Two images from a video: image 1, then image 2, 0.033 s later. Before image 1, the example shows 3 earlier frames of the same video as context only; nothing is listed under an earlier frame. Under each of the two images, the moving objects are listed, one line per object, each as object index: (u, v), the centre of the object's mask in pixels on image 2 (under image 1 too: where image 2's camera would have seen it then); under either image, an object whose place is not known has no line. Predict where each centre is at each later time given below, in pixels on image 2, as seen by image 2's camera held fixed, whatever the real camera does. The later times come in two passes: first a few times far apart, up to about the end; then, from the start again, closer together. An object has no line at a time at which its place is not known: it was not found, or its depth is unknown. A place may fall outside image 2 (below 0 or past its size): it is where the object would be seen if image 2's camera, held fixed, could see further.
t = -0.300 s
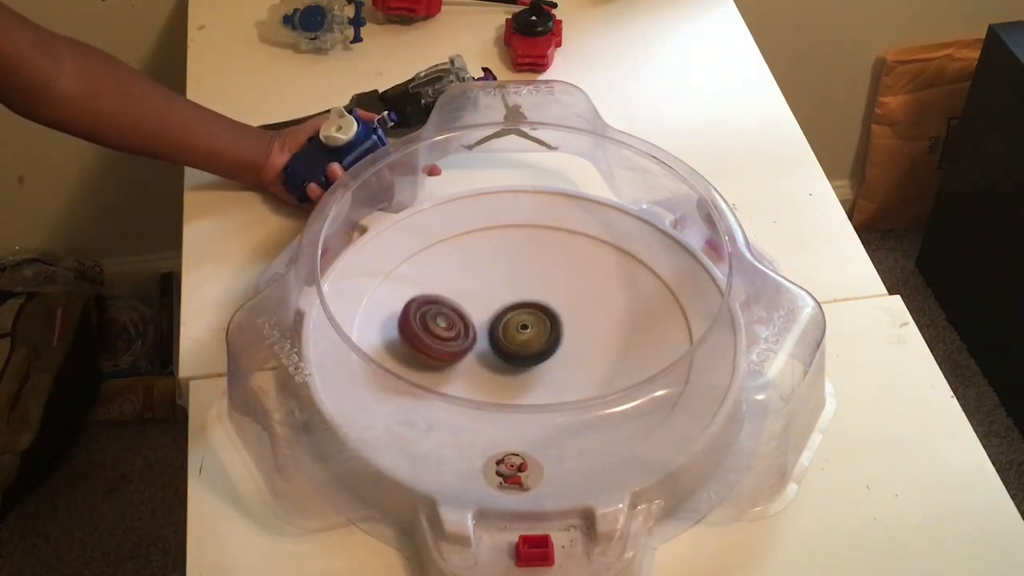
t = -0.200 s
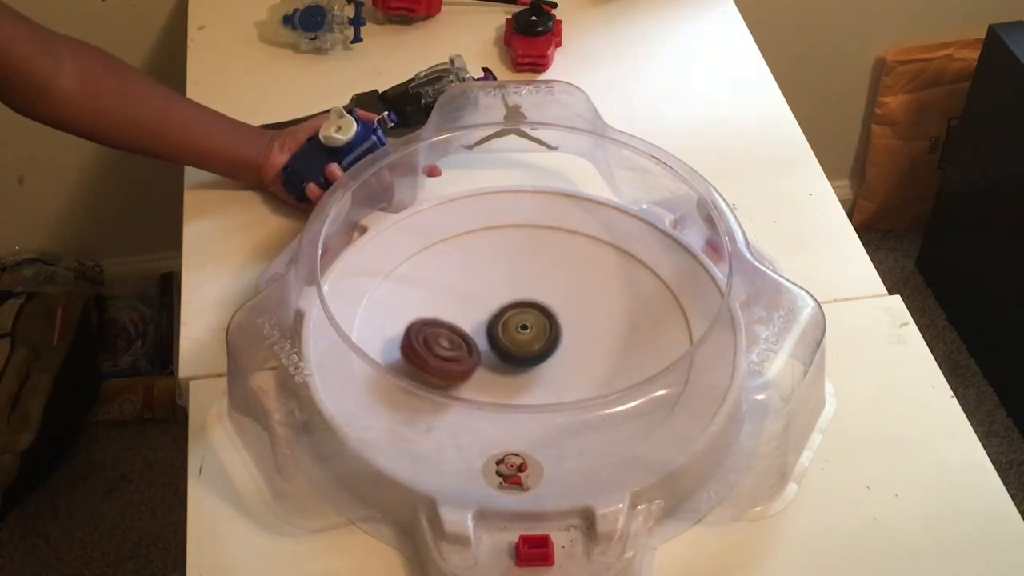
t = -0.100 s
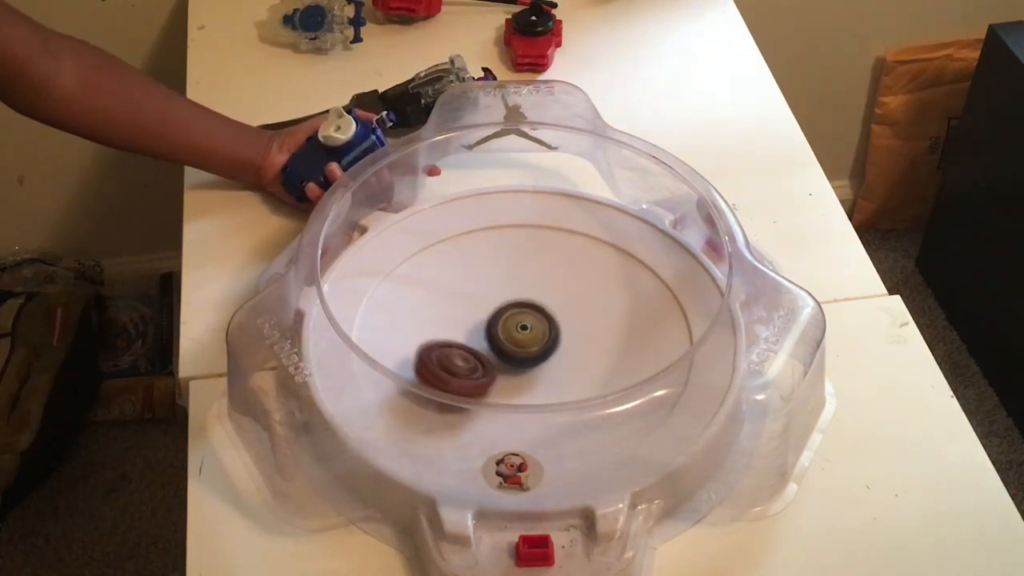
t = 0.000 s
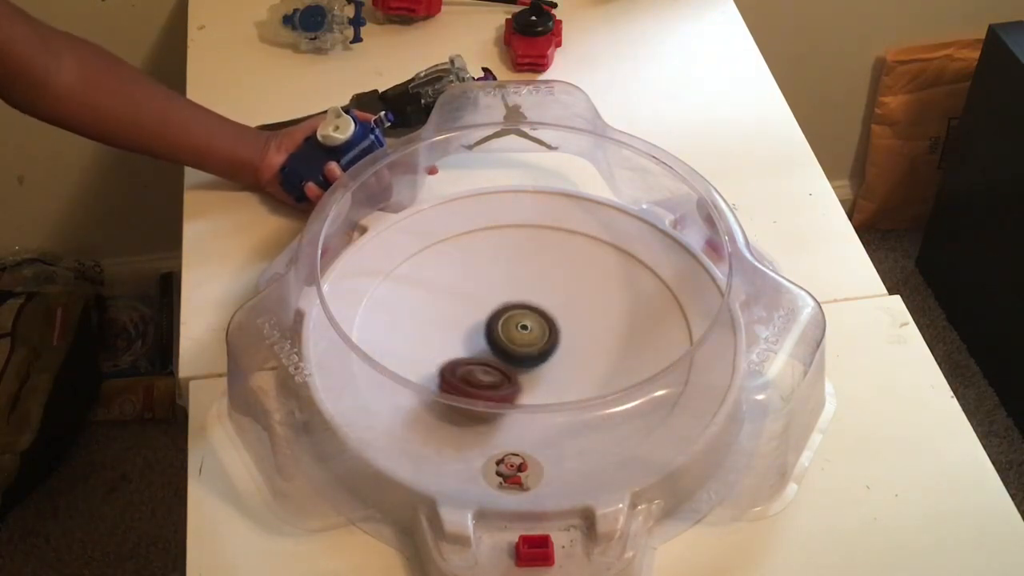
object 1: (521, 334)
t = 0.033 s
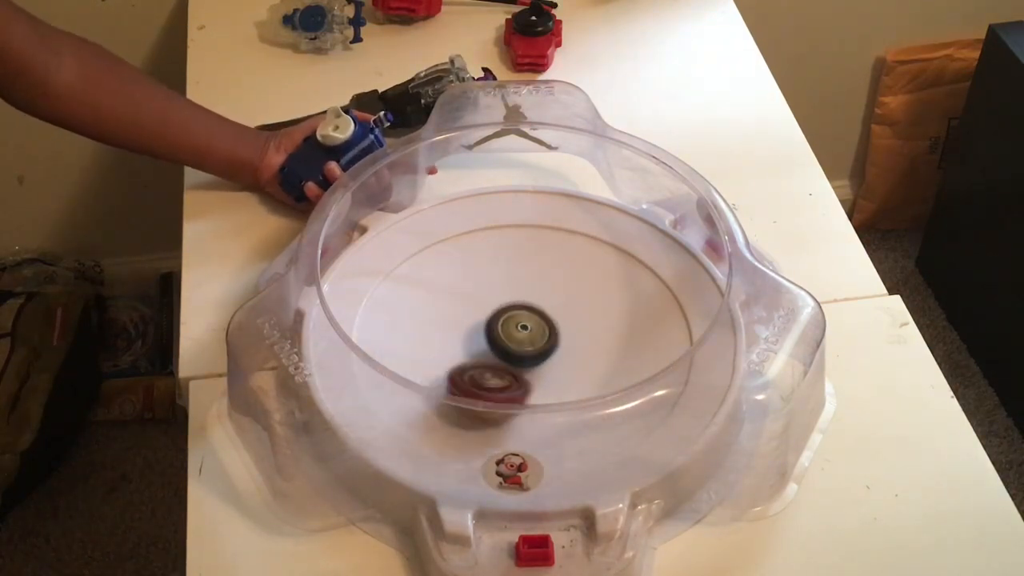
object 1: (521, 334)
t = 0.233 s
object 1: (522, 335)
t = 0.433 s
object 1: (524, 335)
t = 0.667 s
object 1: (521, 335)
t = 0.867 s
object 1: (520, 335)
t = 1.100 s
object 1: (520, 337)
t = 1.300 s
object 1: (525, 338)
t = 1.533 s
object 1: (530, 336)
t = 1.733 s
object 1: (530, 327)
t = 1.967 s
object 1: (517, 318)
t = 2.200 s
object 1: (499, 321)
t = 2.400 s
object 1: (492, 338)
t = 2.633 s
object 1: (506, 359)
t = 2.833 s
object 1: (536, 360)
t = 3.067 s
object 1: (562, 337)
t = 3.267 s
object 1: (566, 303)
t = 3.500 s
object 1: (529, 286)
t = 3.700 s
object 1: (486, 296)
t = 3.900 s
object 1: (482, 335)
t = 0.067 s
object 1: (521, 334)
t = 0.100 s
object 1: (521, 335)
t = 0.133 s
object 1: (521, 335)
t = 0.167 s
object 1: (521, 335)
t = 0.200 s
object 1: (522, 335)
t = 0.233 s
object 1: (522, 335)
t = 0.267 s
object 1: (522, 336)
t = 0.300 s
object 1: (523, 336)
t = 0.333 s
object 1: (523, 336)
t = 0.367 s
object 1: (523, 336)
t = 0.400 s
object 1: (523, 335)
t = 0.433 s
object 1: (524, 335)
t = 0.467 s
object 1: (524, 335)
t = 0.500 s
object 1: (524, 335)
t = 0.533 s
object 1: (523, 334)
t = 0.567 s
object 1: (523, 335)
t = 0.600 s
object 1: (523, 334)
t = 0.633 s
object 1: (522, 334)
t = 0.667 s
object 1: (521, 335)
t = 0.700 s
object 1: (521, 335)
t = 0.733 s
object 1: (520, 335)
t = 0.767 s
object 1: (520, 335)
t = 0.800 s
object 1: (520, 335)
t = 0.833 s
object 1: (520, 335)
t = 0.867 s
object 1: (520, 335)
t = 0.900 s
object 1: (519, 335)
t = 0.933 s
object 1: (519, 335)
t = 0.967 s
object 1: (519, 336)
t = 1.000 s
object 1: (519, 337)
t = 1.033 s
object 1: (519, 336)
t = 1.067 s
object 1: (520, 337)
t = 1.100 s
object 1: (520, 337)
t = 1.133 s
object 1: (521, 338)
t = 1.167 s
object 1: (522, 338)
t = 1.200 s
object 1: (522, 339)
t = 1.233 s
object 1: (523, 338)
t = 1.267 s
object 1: (524, 339)
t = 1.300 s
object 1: (525, 338)
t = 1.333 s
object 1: (526, 338)
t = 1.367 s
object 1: (527, 338)
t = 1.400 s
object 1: (528, 337)
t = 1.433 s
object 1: (529, 337)
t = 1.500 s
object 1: (530, 336)
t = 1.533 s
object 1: (530, 336)
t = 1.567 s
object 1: (530, 334)
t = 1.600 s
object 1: (531, 333)
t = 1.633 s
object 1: (530, 332)
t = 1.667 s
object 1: (531, 330)
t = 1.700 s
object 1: (530, 328)
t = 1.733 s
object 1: (530, 327)
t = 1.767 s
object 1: (529, 325)
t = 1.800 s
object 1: (528, 323)
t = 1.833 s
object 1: (526, 322)
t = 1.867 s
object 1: (524, 320)
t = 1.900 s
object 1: (521, 319)
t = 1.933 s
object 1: (519, 318)
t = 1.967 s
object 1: (517, 318)
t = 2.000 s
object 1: (516, 318)
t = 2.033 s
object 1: (514, 318)
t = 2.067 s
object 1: (510, 318)
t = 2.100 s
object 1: (507, 318)
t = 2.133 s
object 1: (504, 319)
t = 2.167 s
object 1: (501, 320)
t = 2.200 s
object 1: (499, 321)
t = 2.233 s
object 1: (498, 323)
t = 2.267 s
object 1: (496, 325)
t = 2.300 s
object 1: (496, 327)
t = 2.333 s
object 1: (494, 331)
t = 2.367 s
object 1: (493, 334)
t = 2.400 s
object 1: (492, 338)
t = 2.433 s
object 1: (491, 341)
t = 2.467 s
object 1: (492, 345)
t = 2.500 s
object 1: (494, 348)
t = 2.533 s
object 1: (496, 351)
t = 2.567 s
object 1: (498, 355)
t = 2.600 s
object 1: (503, 357)
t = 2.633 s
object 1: (506, 359)
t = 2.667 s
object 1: (511, 360)
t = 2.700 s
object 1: (516, 361)
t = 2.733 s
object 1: (521, 361)
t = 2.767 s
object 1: (527, 361)
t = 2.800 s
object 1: (532, 361)
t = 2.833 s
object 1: (536, 360)
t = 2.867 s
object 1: (541, 358)
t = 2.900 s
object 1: (544, 356)
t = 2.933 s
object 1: (548, 353)
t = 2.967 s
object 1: (551, 350)
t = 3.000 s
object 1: (555, 346)
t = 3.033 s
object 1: (559, 341)
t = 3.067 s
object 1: (562, 337)
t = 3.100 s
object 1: (566, 330)
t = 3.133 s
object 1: (567, 324)
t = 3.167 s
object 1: (569, 318)
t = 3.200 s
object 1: (569, 313)
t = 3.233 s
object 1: (568, 307)
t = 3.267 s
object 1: (566, 303)
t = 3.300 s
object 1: (563, 298)
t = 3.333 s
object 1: (558, 295)
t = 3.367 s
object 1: (554, 293)
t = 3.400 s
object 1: (549, 290)
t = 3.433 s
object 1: (543, 289)
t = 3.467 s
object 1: (536, 288)
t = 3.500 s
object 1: (529, 286)
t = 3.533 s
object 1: (519, 284)
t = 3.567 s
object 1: (509, 283)
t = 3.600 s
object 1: (500, 286)
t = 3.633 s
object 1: (494, 288)
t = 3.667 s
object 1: (490, 292)
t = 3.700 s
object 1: (486, 296)
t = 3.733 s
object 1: (483, 301)
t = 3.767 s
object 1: (482, 306)
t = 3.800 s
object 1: (481, 313)
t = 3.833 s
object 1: (481, 319)
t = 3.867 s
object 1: (484, 327)
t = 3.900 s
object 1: (482, 335)
